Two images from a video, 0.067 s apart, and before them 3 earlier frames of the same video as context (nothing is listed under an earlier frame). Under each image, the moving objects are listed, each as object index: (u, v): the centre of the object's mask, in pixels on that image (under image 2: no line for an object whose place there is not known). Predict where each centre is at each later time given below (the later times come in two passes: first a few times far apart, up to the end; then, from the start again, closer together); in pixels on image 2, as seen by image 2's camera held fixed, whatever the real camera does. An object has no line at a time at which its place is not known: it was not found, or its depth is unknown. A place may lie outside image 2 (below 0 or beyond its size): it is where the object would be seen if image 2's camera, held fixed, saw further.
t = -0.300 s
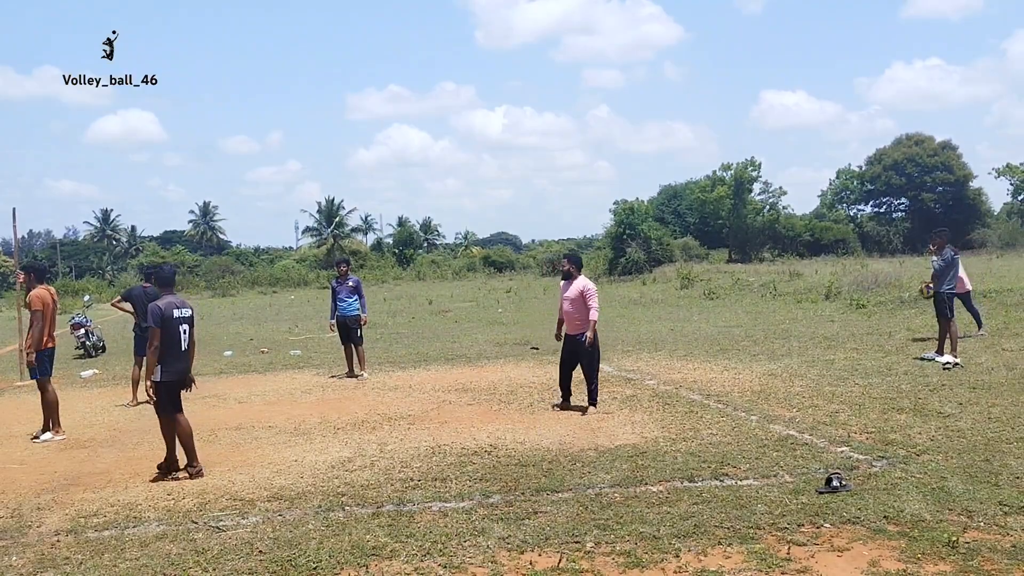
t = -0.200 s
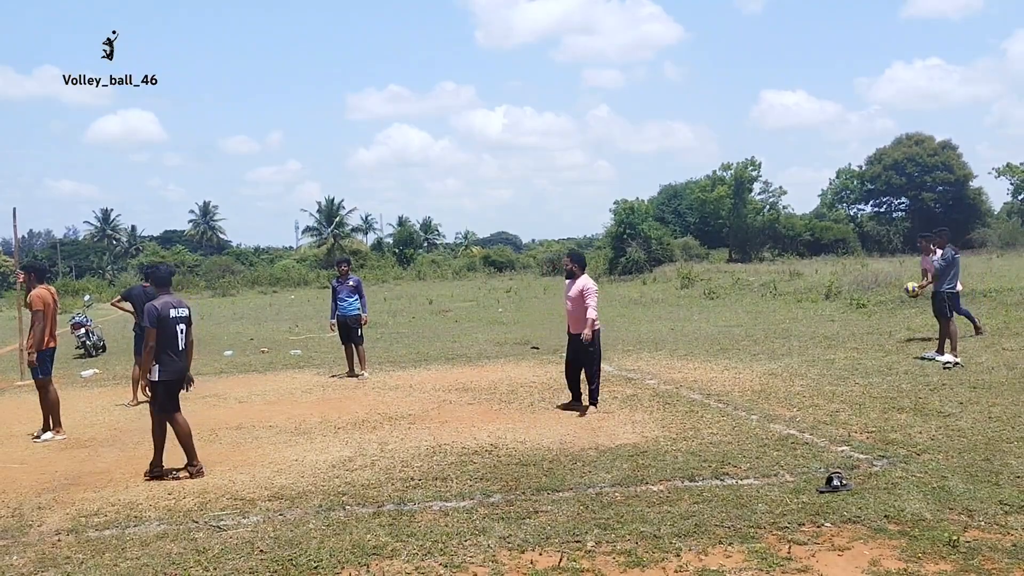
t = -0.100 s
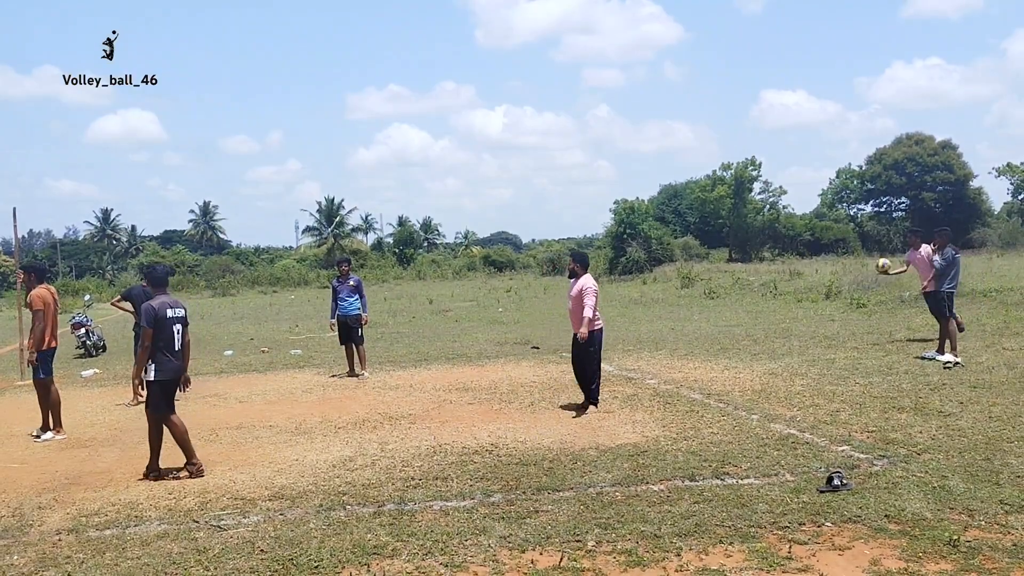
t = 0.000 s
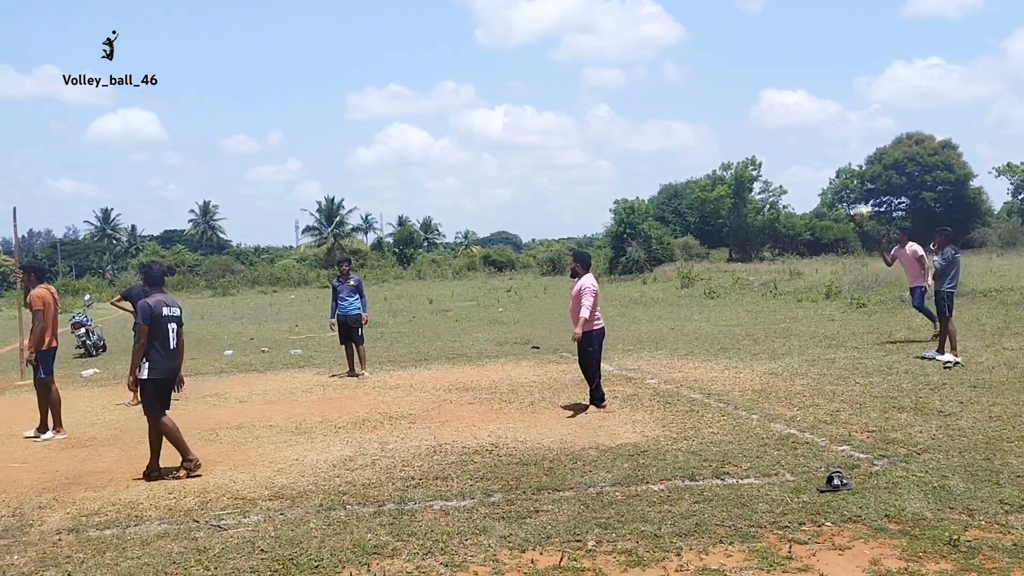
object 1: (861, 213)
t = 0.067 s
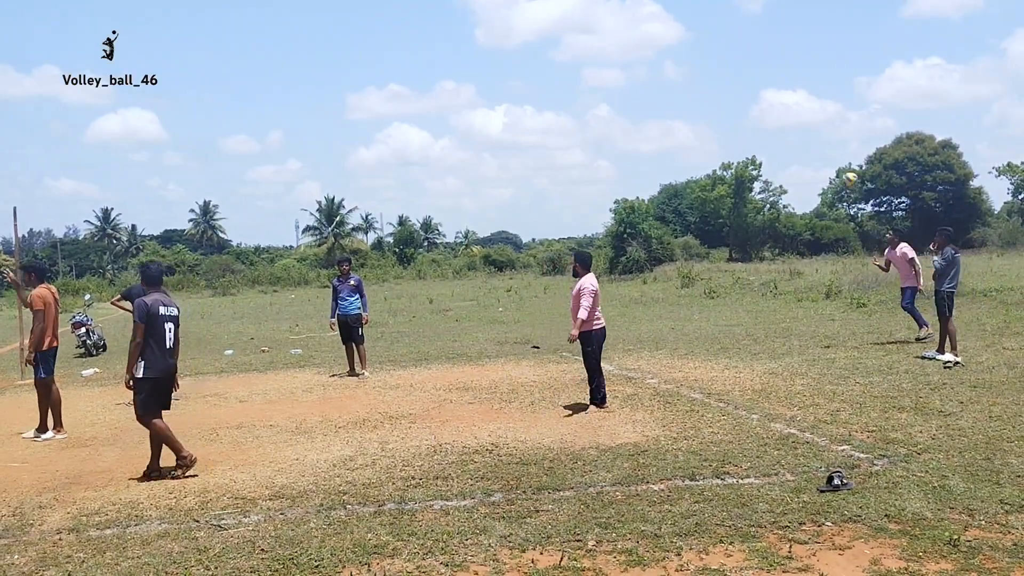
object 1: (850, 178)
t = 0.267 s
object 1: (814, 98)
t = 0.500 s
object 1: (772, 37)
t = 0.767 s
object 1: (727, 15)
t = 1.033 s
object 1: (685, 47)
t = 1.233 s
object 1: (658, 106)
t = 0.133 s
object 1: (838, 149)
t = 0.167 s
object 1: (831, 135)
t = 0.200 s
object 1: (825, 122)
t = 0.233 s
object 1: (820, 110)
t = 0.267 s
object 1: (814, 98)
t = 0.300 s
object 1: (808, 87)
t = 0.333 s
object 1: (802, 76)
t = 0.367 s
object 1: (795, 67)
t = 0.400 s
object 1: (789, 59)
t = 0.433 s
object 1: (784, 51)
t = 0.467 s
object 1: (778, 44)
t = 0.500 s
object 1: (772, 37)
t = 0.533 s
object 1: (766, 31)
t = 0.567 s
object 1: (760, 27)
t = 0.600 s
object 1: (755, 23)
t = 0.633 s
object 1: (749, 20)
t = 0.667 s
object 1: (743, 17)
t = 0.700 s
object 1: (738, 16)
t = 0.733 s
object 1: (732, 14)
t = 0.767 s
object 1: (727, 15)
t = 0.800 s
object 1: (721, 16)
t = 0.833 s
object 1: (716, 18)
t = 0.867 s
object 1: (711, 20)
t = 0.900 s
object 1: (705, 24)
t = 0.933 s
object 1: (700, 28)
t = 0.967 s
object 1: (695, 33)
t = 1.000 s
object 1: (690, 39)
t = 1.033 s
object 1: (685, 47)
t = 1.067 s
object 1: (681, 54)
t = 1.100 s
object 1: (676, 62)
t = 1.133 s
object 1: (671, 72)
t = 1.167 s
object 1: (666, 83)
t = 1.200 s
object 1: (662, 94)
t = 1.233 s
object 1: (658, 106)
